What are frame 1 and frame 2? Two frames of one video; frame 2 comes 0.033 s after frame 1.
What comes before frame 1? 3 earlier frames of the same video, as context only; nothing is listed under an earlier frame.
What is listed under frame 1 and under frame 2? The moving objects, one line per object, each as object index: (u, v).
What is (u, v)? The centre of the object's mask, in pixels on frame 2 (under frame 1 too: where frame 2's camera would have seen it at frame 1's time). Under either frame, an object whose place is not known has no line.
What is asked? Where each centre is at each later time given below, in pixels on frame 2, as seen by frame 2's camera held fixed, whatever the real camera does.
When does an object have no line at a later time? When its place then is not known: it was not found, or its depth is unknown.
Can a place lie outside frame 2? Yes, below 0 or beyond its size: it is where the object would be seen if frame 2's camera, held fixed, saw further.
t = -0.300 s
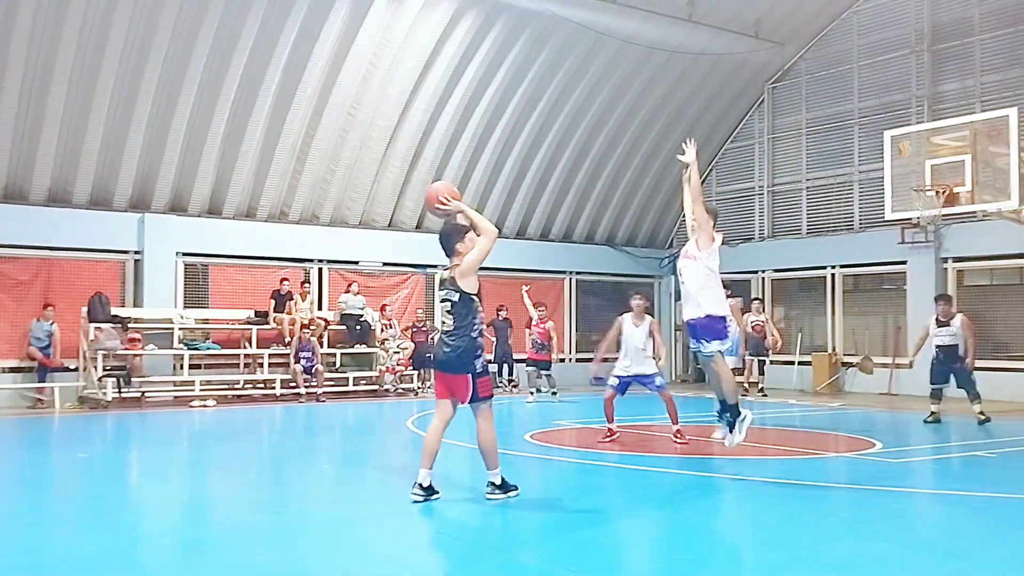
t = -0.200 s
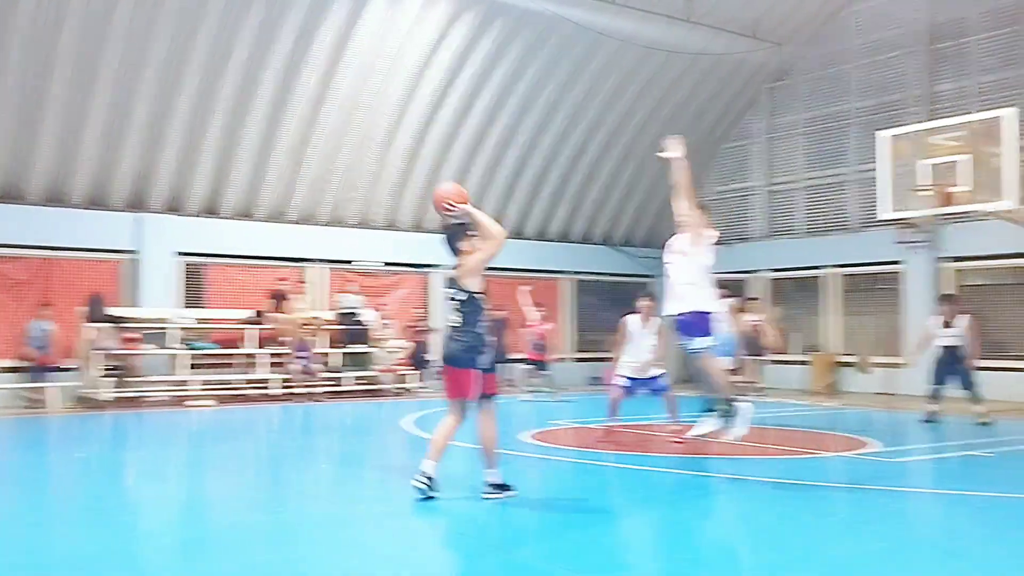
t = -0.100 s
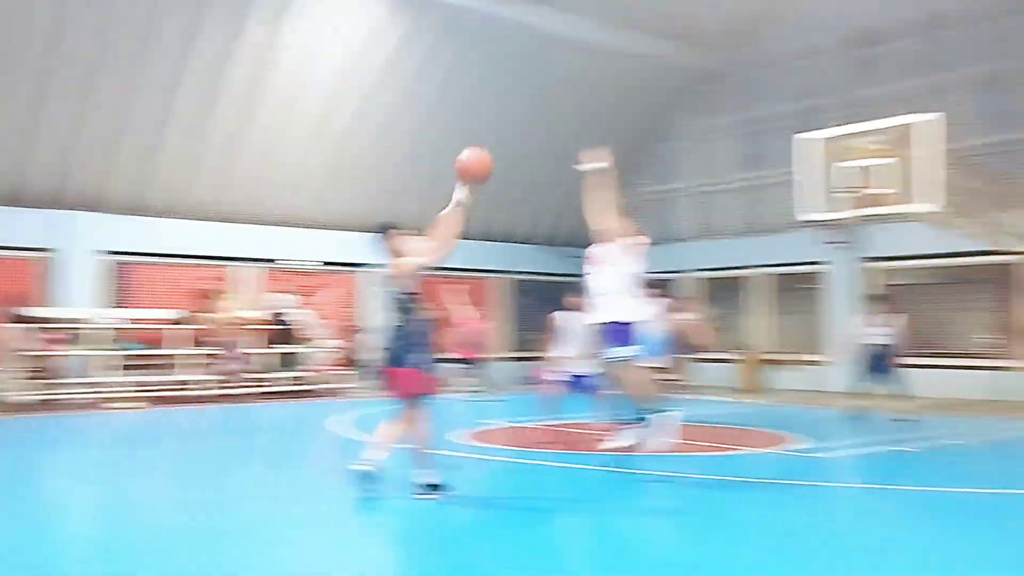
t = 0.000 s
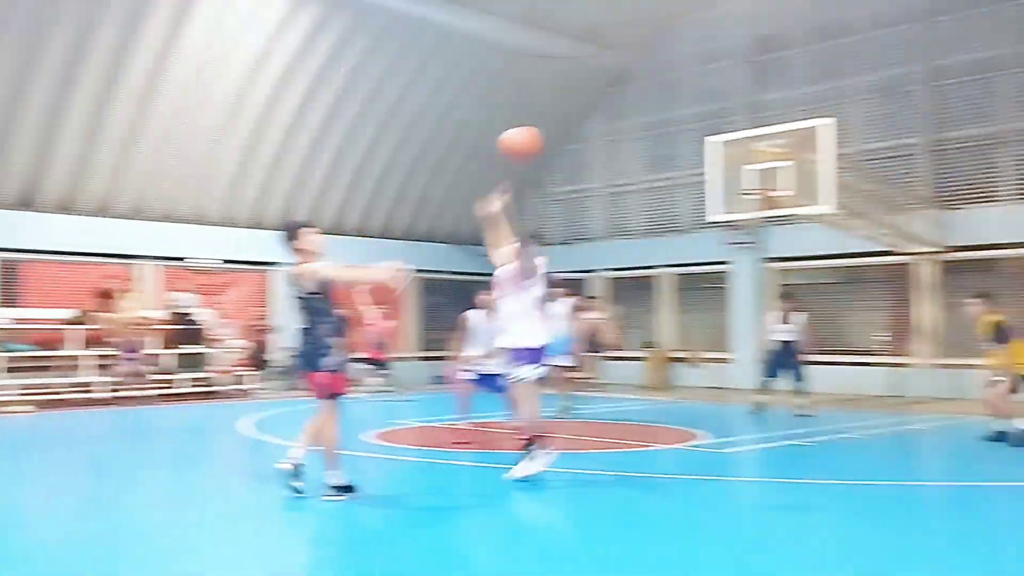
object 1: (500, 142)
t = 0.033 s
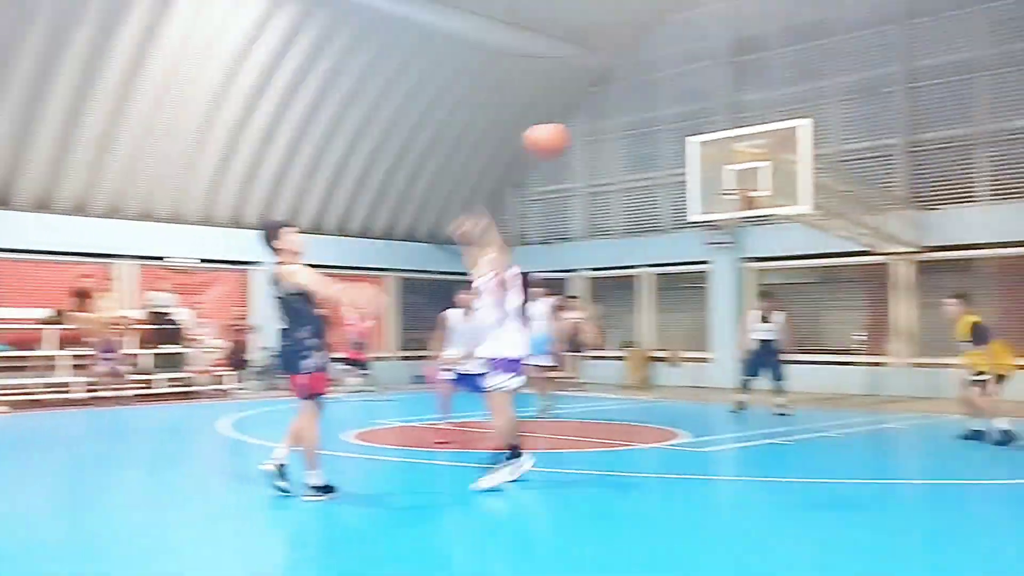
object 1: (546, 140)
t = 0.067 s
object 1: (588, 140)
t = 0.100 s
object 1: (631, 140)
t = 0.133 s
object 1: (667, 144)
